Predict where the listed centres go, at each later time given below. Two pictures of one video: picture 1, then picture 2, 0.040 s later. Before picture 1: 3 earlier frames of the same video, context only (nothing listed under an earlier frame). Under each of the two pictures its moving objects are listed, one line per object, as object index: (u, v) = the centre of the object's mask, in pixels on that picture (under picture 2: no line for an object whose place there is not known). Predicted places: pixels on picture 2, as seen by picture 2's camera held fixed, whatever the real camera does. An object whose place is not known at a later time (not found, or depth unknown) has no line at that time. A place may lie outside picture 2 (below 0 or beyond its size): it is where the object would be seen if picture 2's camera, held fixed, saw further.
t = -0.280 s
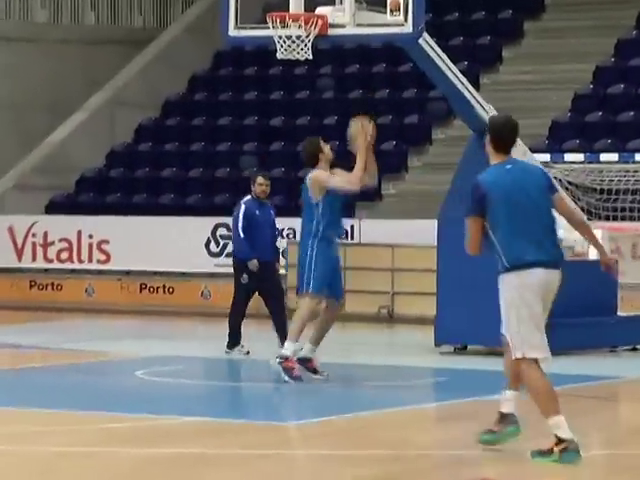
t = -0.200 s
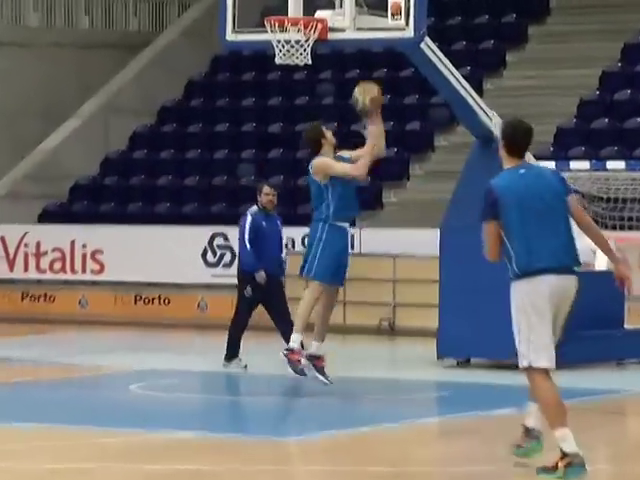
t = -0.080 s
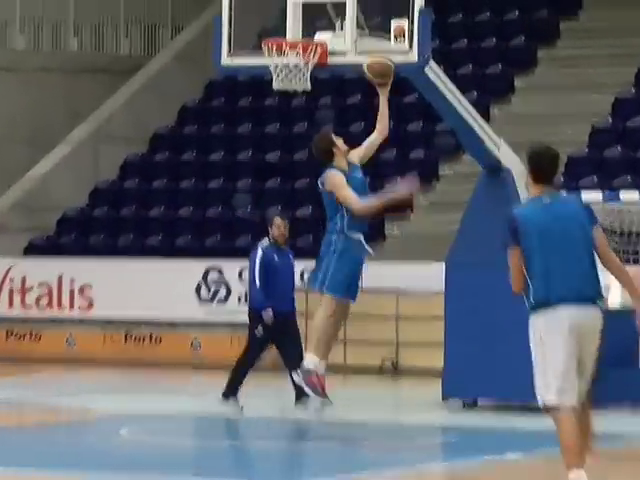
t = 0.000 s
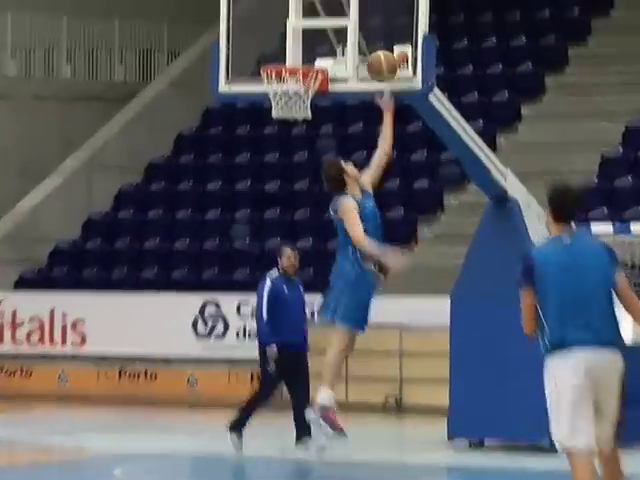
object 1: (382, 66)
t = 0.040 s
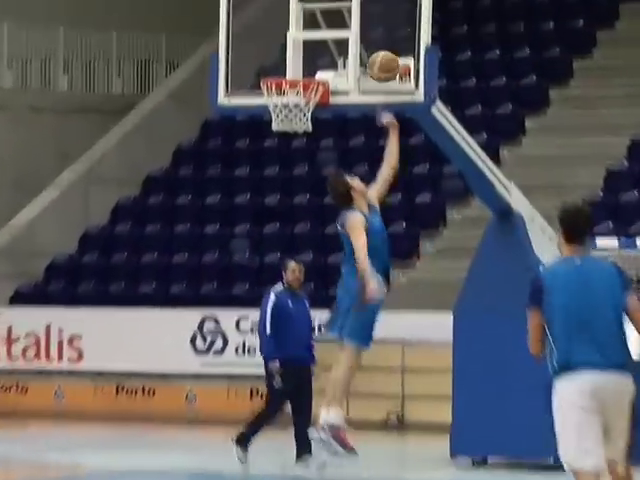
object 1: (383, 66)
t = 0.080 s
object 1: (381, 55)
